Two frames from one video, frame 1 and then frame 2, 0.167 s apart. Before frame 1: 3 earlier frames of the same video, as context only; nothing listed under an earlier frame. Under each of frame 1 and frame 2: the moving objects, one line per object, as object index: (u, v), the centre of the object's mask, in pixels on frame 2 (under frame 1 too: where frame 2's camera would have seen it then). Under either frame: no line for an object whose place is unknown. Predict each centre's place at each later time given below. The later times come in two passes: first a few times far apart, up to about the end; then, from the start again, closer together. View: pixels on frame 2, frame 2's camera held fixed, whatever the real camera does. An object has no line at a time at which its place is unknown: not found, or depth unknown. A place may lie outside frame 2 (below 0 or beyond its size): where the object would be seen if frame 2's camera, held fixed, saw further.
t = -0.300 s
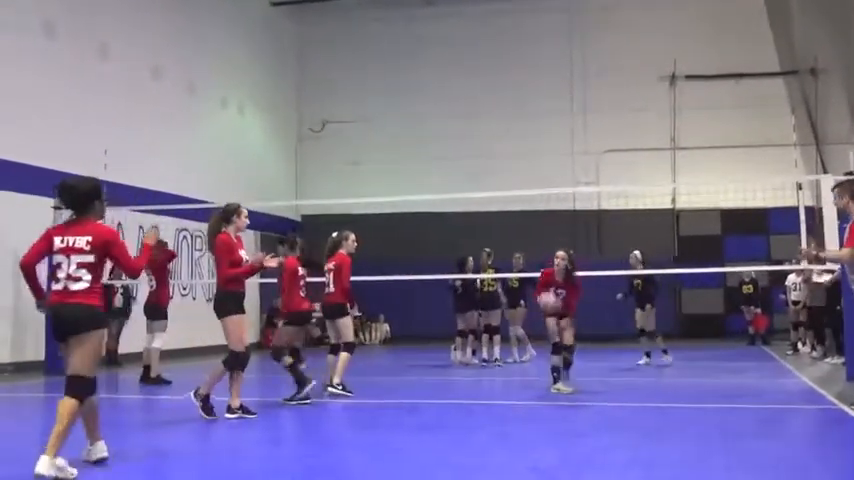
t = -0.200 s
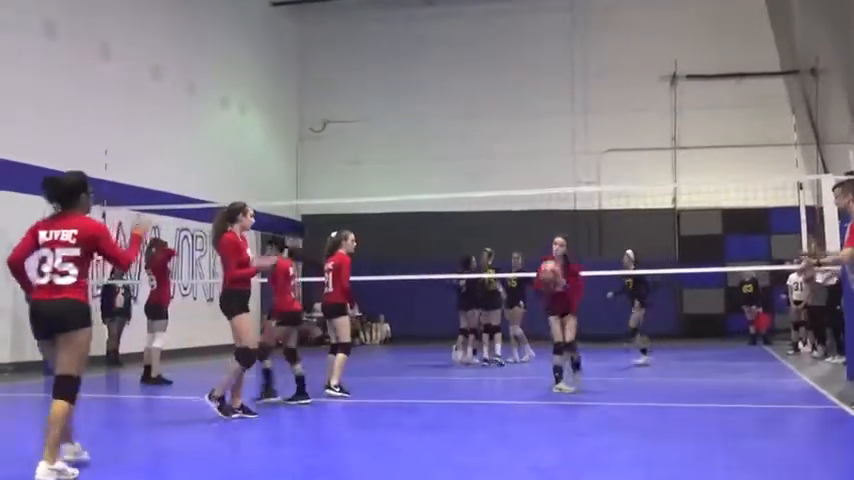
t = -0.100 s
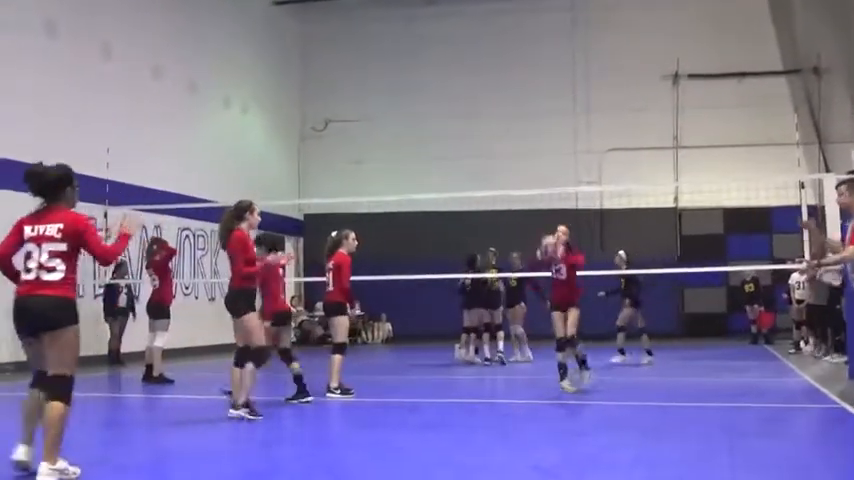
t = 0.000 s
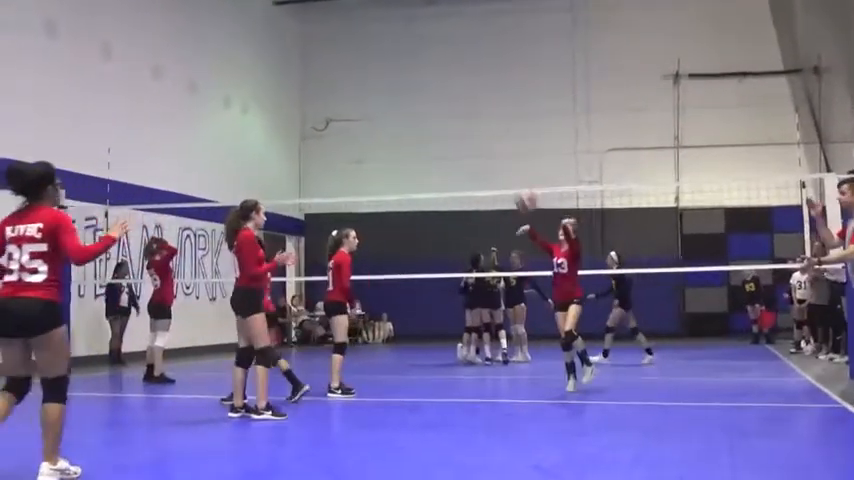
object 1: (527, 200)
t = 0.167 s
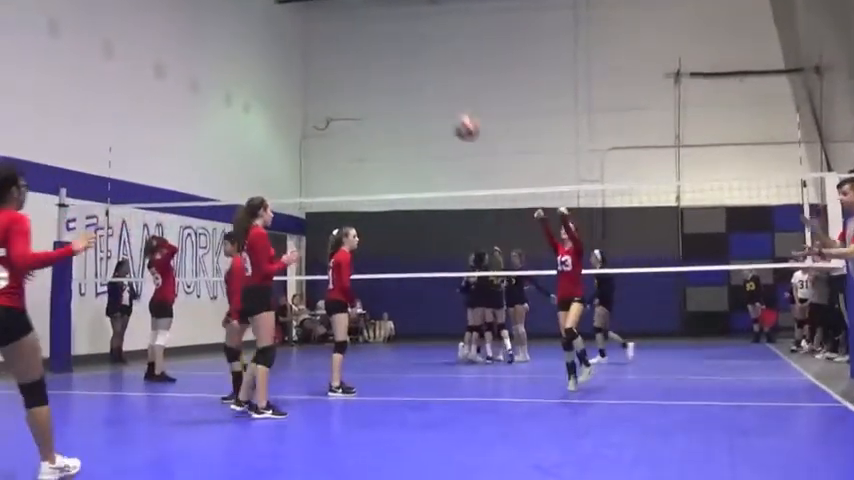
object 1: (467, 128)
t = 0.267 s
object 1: (425, 95)
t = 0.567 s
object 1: (271, 61)
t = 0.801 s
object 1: (106, 139)
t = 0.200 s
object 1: (454, 116)
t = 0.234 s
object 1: (440, 105)
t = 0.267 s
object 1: (425, 95)
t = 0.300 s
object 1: (410, 86)
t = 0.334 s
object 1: (395, 77)
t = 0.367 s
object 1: (380, 70)
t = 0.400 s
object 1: (364, 65)
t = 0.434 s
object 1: (348, 61)
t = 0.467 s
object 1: (330, 58)
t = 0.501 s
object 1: (312, 58)
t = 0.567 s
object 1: (271, 61)
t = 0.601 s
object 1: (251, 66)
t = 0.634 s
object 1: (230, 73)
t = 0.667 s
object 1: (208, 81)
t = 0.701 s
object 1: (185, 91)
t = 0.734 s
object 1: (160, 104)
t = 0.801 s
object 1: (106, 139)
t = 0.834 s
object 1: (79, 157)
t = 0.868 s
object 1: (47, 184)
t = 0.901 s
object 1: (21, 211)
